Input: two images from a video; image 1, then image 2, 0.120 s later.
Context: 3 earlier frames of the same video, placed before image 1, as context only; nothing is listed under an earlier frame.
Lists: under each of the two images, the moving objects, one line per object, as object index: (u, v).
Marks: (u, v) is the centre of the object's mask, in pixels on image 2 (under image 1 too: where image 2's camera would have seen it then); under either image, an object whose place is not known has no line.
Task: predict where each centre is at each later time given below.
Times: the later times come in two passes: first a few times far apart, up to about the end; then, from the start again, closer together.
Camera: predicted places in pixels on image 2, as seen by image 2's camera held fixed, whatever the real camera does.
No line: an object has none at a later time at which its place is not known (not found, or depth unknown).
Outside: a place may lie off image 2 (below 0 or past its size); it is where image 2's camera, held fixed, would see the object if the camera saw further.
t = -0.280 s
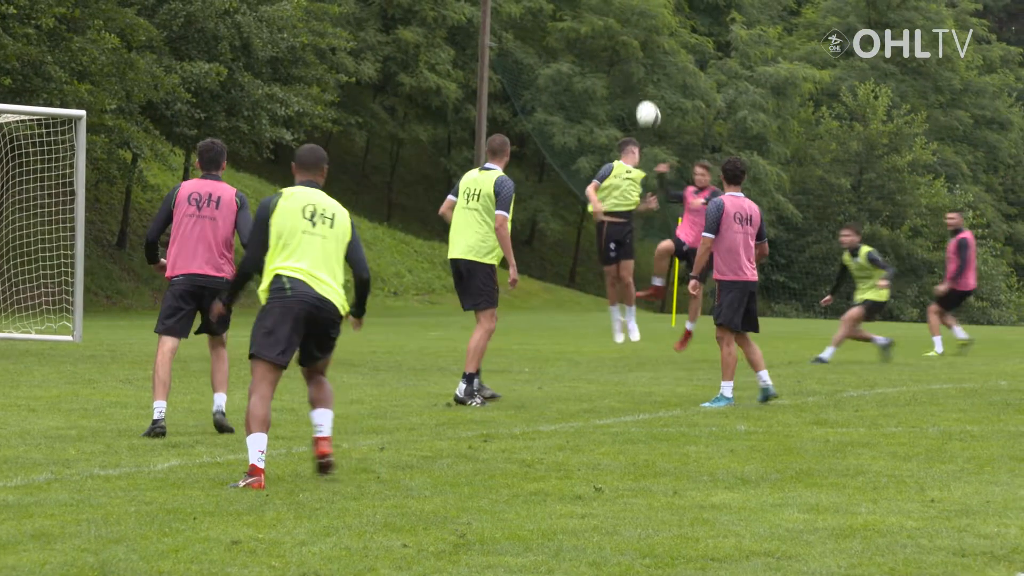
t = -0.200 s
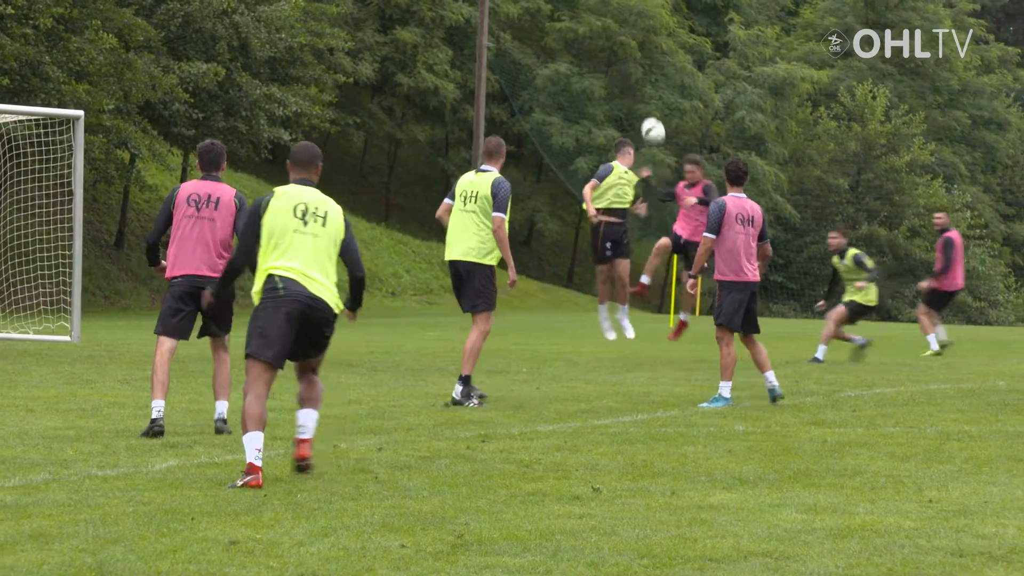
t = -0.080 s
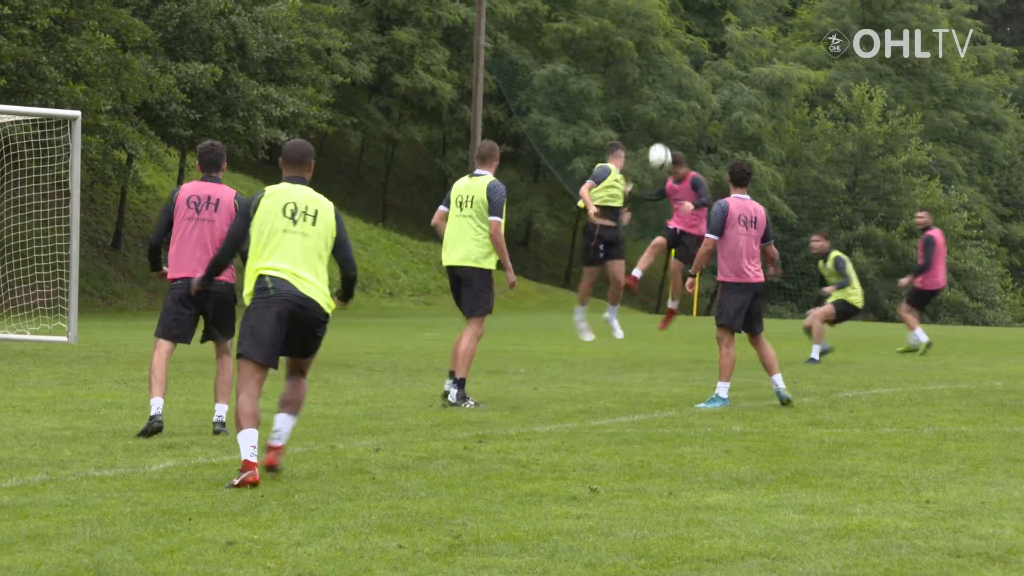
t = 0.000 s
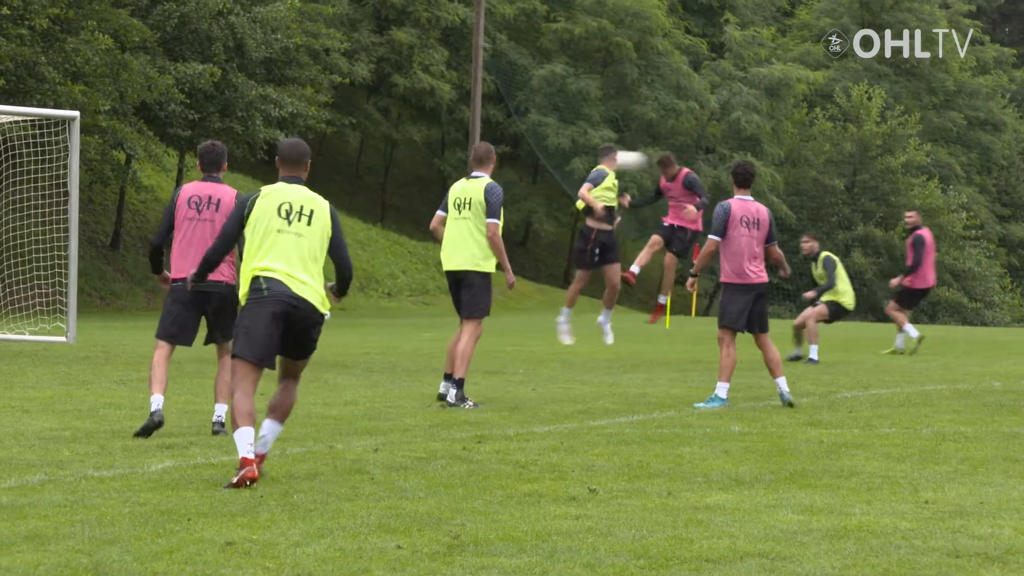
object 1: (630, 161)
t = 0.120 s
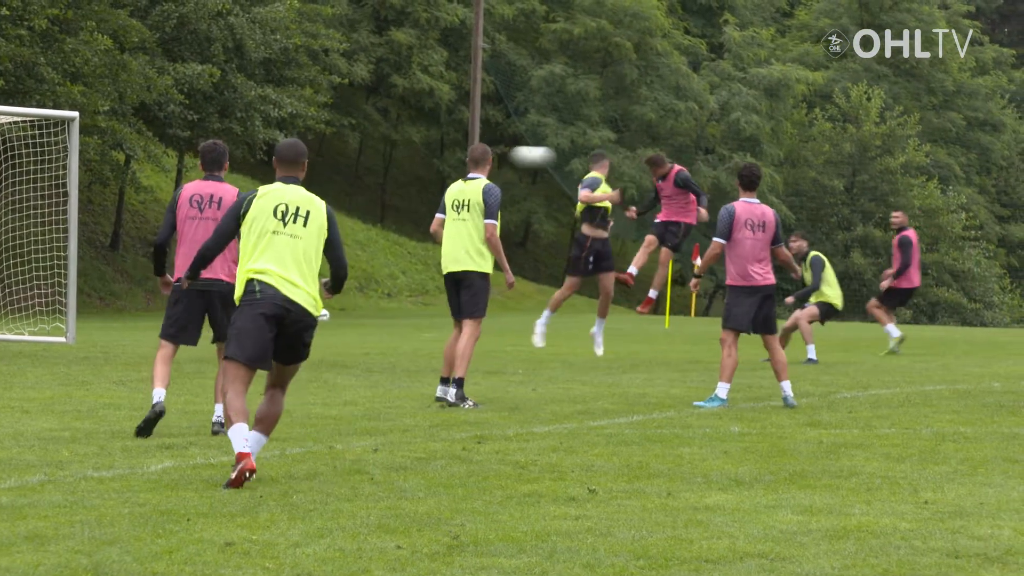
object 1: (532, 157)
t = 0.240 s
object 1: (441, 154)
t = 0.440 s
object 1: (308, 154)
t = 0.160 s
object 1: (507, 155)
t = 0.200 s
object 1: (459, 153)
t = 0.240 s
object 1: (441, 154)
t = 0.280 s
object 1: (413, 154)
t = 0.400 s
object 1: (324, 154)
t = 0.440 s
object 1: (308, 154)
